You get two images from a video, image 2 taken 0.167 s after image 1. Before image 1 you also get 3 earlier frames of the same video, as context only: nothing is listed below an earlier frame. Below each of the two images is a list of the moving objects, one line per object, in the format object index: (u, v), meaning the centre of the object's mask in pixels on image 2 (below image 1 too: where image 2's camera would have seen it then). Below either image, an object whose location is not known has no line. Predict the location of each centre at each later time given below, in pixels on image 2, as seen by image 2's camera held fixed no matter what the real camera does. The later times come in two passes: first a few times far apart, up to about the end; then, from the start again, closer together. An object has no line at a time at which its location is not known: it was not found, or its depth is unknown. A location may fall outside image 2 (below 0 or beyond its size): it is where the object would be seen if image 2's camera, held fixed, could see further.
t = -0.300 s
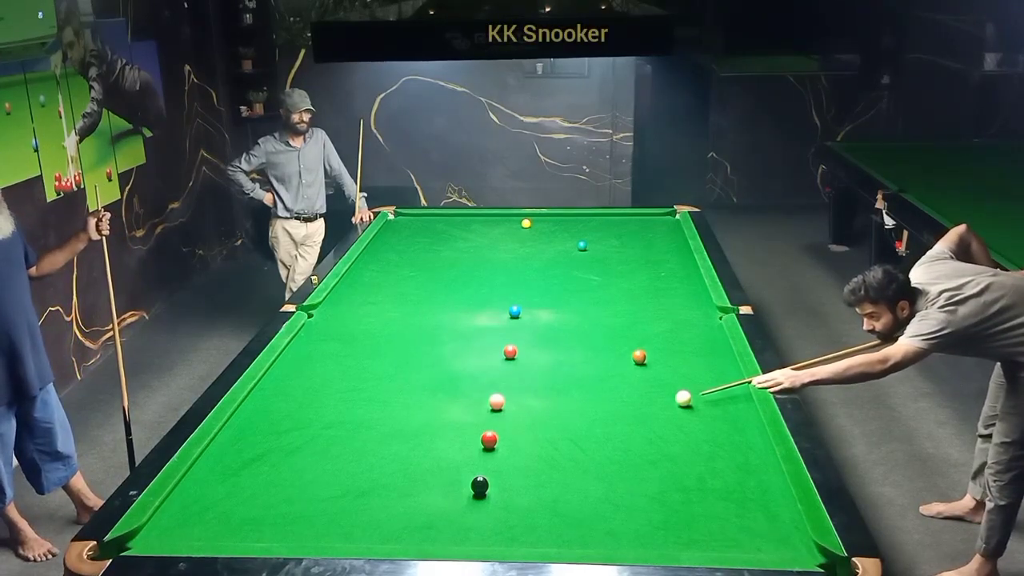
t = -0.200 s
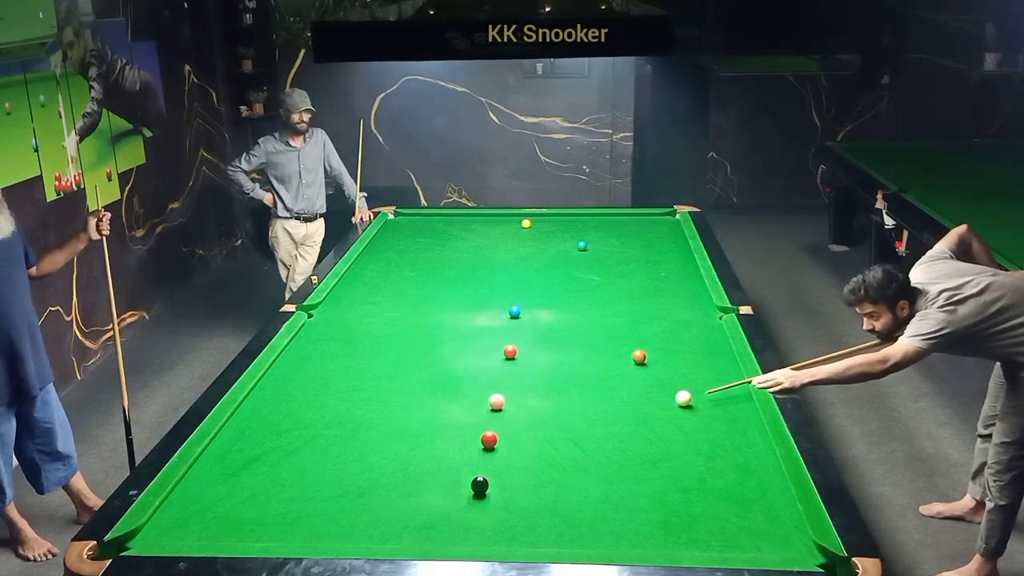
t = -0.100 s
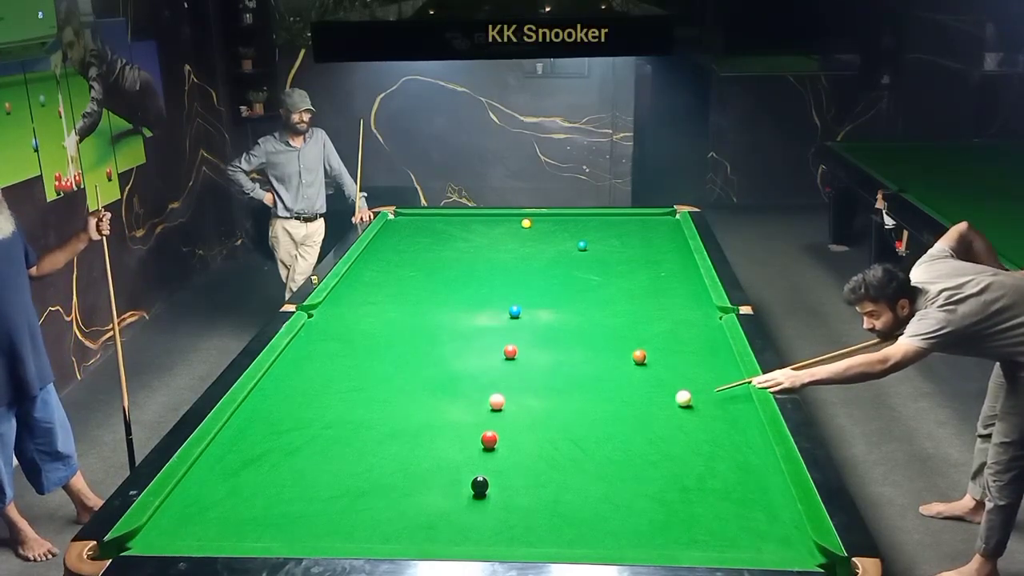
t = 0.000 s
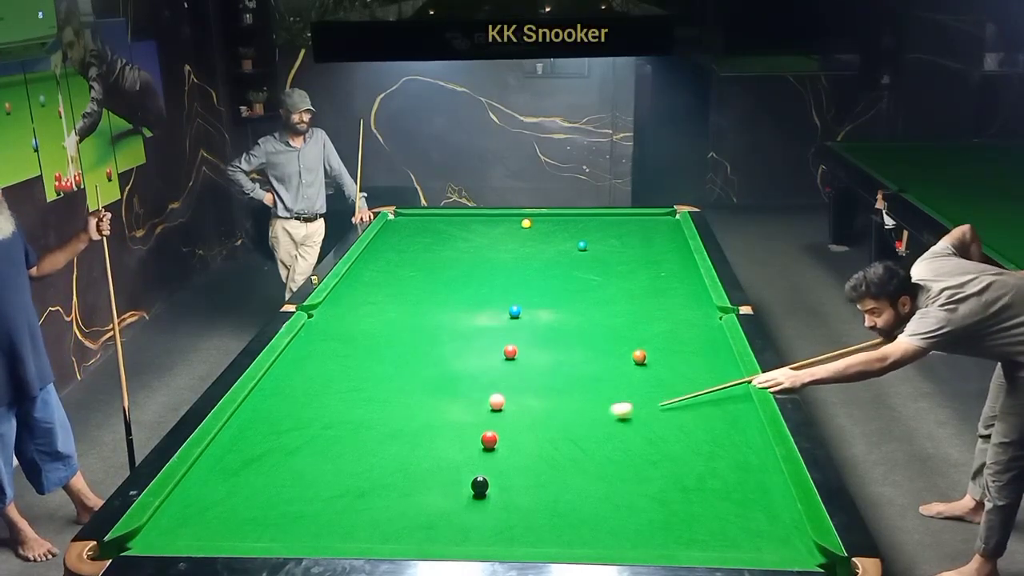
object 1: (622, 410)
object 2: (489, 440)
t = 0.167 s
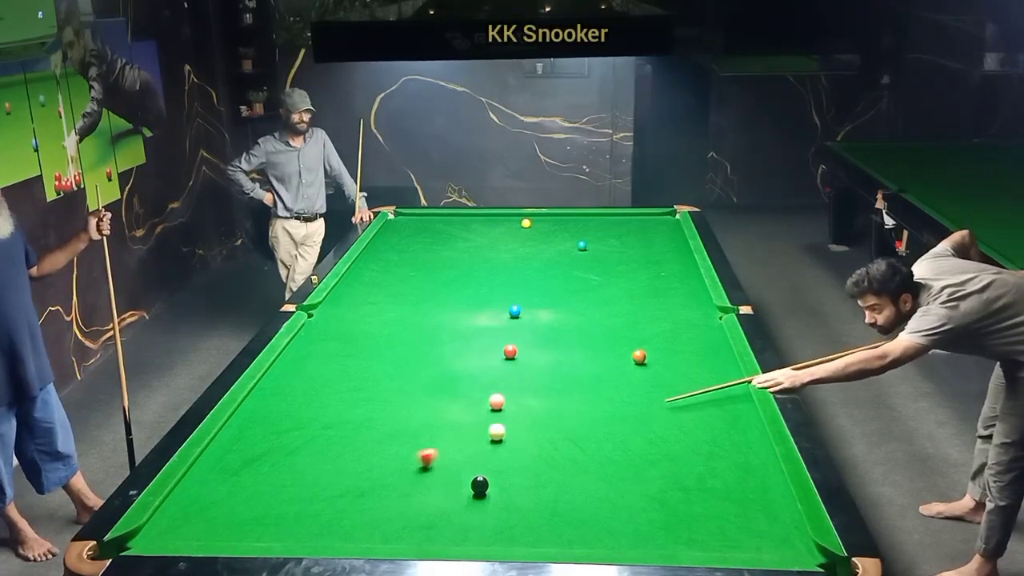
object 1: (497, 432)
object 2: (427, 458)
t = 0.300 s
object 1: (486, 426)
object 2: (282, 502)
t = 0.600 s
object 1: (463, 413)
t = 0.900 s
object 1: (444, 403)
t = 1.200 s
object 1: (427, 394)
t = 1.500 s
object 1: (414, 387)
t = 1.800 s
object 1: (401, 381)
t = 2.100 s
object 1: (390, 375)
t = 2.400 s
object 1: (382, 371)
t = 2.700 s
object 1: (374, 369)
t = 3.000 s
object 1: (368, 366)
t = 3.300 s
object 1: (364, 365)
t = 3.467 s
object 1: (363, 365)
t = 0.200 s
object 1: (494, 430)
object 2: (391, 469)
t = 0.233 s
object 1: (491, 429)
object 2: (355, 480)
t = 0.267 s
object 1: (488, 427)
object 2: (321, 491)
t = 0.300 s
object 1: (486, 426)
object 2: (282, 502)
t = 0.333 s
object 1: (483, 425)
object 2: (247, 513)
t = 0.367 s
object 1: (481, 423)
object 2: (209, 525)
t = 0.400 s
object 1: (478, 421)
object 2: (173, 534)
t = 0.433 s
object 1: (475, 420)
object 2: (139, 539)
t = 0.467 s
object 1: (473, 419)
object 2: (116, 547)
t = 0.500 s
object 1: (470, 417)
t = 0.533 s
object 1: (468, 416)
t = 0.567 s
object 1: (466, 415)
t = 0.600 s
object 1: (463, 413)
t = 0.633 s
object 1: (461, 412)
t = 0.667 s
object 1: (459, 411)
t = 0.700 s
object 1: (457, 410)
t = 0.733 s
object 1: (454, 409)
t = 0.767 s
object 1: (452, 407)
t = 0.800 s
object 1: (450, 406)
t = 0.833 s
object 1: (448, 405)
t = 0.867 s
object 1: (446, 404)
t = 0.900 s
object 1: (444, 403)
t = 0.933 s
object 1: (442, 402)
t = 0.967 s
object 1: (440, 401)
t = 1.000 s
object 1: (438, 400)
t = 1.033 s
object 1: (436, 399)
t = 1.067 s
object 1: (434, 398)
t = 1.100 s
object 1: (433, 396)
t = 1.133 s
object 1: (431, 396)
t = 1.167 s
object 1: (429, 395)
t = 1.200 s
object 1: (427, 394)
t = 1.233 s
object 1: (426, 393)
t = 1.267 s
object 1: (424, 392)
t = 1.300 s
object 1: (422, 391)
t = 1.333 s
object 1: (421, 390)
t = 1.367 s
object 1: (419, 389)
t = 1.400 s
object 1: (417, 389)
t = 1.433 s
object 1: (416, 388)
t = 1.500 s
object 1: (414, 387)
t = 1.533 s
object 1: (413, 386)
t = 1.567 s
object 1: (411, 386)
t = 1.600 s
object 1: (410, 385)
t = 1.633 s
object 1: (408, 384)
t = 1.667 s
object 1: (407, 383)
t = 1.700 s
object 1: (405, 383)
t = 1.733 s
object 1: (404, 382)
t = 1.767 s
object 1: (403, 381)
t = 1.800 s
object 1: (401, 381)
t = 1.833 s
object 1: (400, 380)
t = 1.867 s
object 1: (399, 380)
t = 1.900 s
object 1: (398, 379)
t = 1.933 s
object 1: (396, 378)
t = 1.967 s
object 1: (395, 378)
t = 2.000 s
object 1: (394, 377)
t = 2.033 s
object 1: (393, 376)
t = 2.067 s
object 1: (392, 376)
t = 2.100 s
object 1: (390, 375)
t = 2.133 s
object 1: (389, 375)
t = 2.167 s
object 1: (388, 375)
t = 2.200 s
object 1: (387, 374)
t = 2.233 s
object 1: (386, 373)
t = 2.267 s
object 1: (385, 373)
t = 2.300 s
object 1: (384, 373)
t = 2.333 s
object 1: (383, 372)
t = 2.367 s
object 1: (383, 372)
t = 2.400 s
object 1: (382, 371)
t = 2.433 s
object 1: (381, 371)
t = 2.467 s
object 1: (380, 371)
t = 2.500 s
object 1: (379, 370)
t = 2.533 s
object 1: (378, 370)
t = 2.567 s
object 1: (377, 370)
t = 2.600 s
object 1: (376, 369)
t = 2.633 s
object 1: (375, 369)
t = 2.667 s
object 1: (375, 369)
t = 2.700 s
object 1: (374, 369)
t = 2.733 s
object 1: (373, 368)
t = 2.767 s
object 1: (372, 368)
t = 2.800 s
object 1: (372, 368)
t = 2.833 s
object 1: (371, 367)
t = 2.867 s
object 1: (370, 367)
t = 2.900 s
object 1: (370, 367)
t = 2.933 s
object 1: (369, 367)
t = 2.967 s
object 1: (369, 367)
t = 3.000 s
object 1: (368, 366)
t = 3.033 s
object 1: (368, 366)
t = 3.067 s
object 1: (367, 366)
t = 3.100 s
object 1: (367, 366)
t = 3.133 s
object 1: (366, 366)
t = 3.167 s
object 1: (366, 366)
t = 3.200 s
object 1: (365, 366)
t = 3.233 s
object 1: (365, 365)
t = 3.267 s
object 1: (364, 365)
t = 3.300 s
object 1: (364, 365)
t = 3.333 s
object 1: (364, 365)
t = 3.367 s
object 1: (363, 365)
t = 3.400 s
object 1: (363, 365)
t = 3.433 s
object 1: (363, 365)
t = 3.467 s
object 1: (363, 365)
